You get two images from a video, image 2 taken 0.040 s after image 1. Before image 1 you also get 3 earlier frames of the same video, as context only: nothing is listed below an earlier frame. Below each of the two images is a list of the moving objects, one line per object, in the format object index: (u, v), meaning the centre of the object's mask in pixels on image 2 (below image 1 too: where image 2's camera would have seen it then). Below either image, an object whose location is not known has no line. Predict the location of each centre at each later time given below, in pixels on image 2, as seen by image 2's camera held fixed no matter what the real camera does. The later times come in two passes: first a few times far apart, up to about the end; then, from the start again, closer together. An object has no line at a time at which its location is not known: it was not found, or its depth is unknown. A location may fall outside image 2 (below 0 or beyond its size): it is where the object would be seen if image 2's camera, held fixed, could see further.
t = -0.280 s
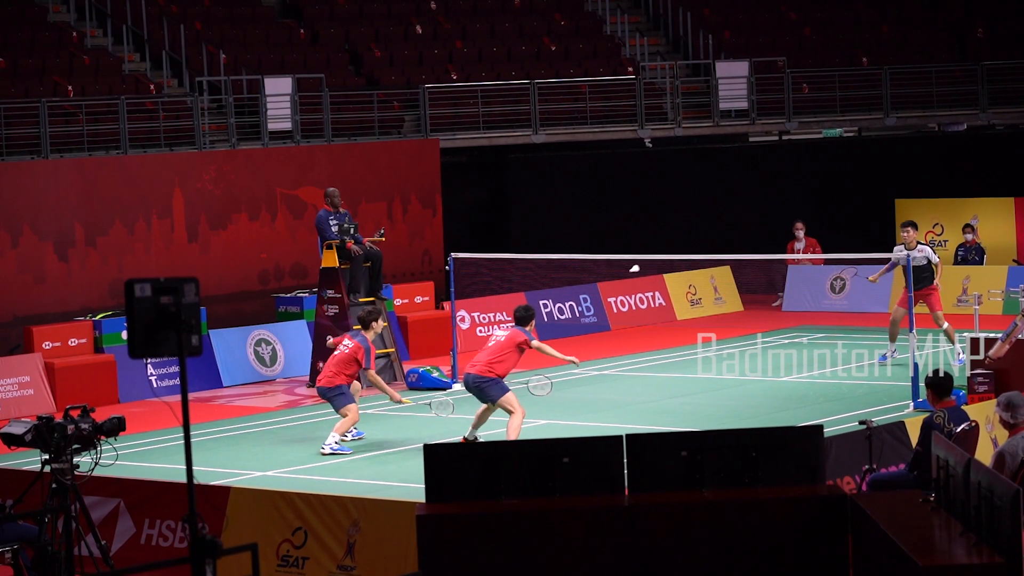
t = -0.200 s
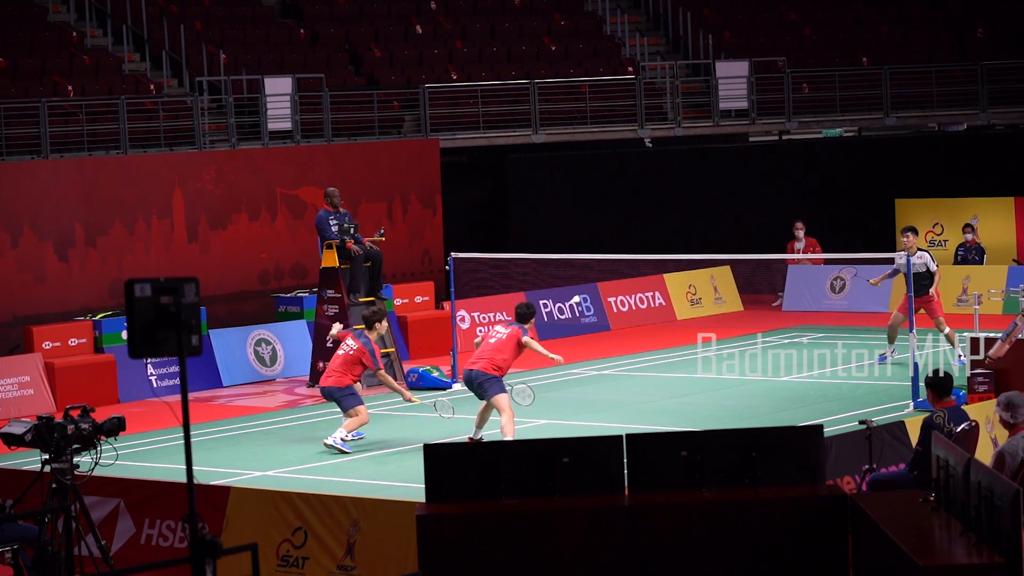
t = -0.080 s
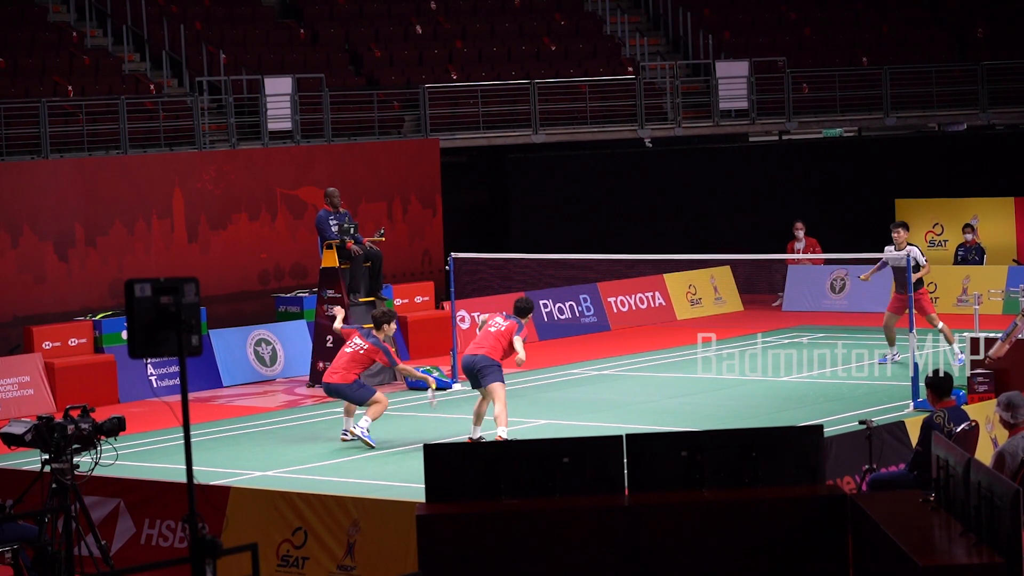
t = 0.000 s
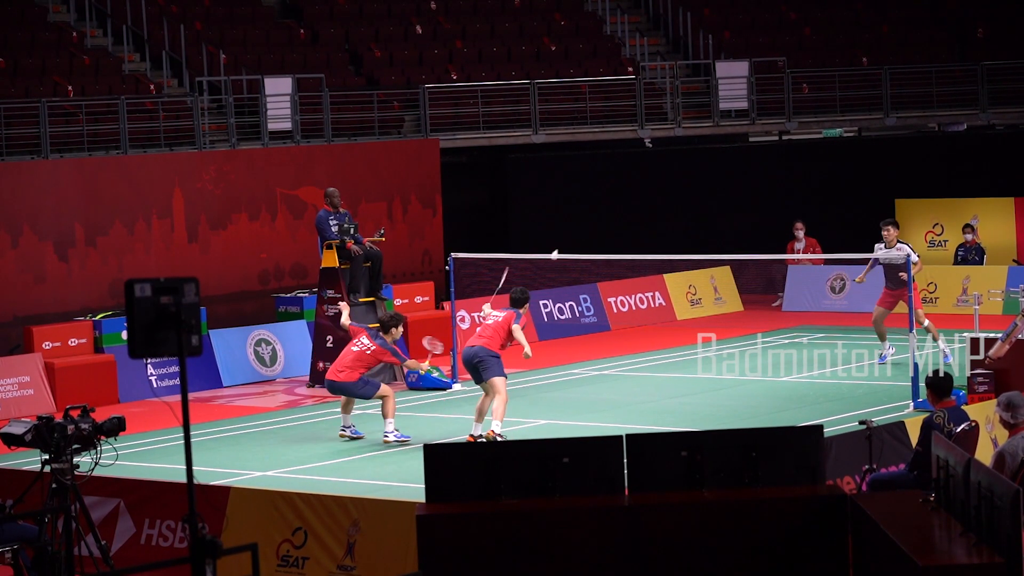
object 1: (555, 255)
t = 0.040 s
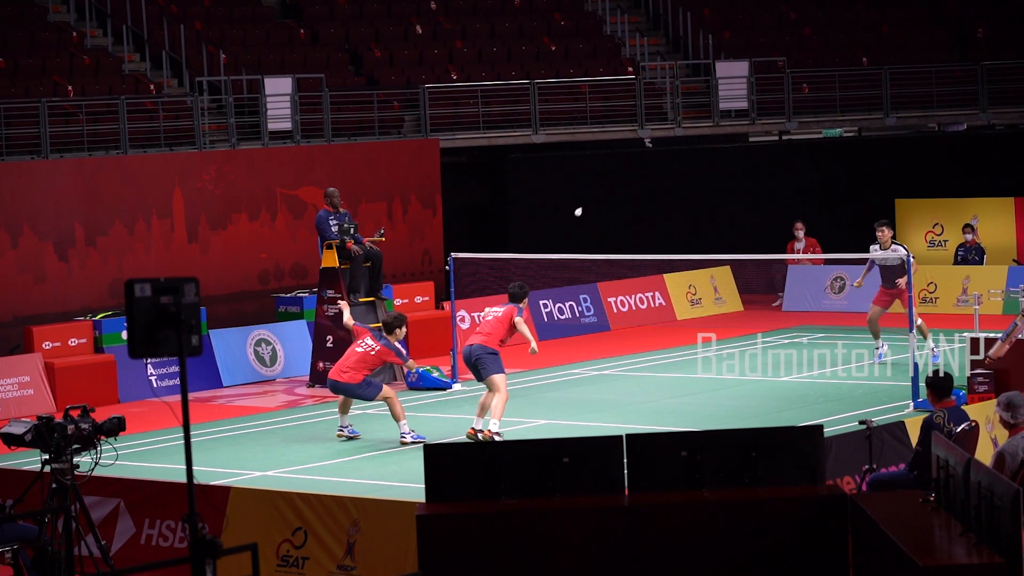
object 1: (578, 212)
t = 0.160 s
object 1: (628, 133)
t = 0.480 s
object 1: (700, 65)
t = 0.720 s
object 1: (736, 79)
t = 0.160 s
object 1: (628, 133)
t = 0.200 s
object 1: (640, 116)
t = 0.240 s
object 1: (651, 102)
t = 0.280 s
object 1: (661, 91)
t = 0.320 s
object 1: (670, 82)
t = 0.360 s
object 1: (678, 76)
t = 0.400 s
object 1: (686, 70)
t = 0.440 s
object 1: (693, 67)
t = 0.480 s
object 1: (700, 65)
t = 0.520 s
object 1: (706, 65)
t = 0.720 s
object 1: (736, 79)
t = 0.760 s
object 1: (741, 85)
